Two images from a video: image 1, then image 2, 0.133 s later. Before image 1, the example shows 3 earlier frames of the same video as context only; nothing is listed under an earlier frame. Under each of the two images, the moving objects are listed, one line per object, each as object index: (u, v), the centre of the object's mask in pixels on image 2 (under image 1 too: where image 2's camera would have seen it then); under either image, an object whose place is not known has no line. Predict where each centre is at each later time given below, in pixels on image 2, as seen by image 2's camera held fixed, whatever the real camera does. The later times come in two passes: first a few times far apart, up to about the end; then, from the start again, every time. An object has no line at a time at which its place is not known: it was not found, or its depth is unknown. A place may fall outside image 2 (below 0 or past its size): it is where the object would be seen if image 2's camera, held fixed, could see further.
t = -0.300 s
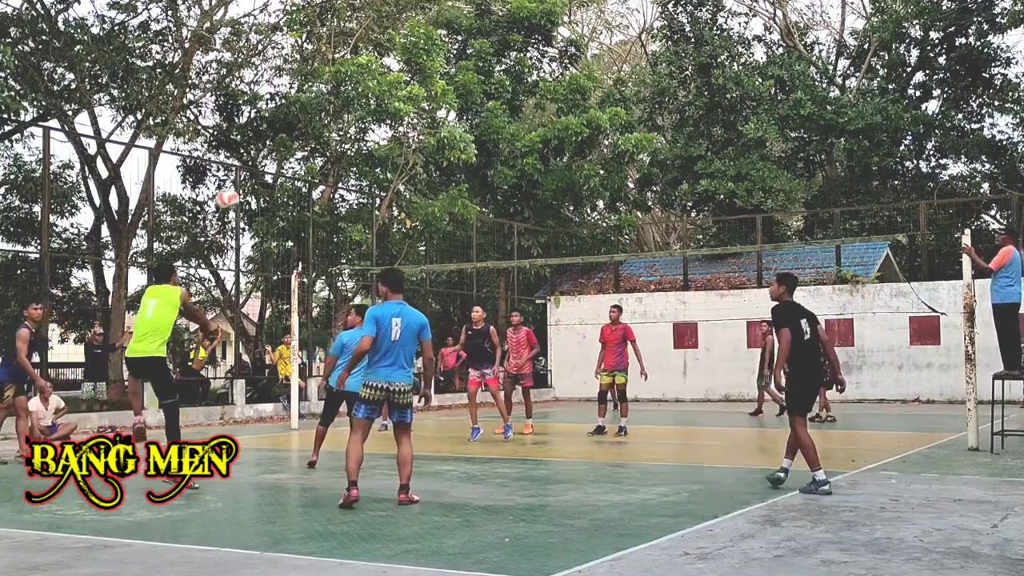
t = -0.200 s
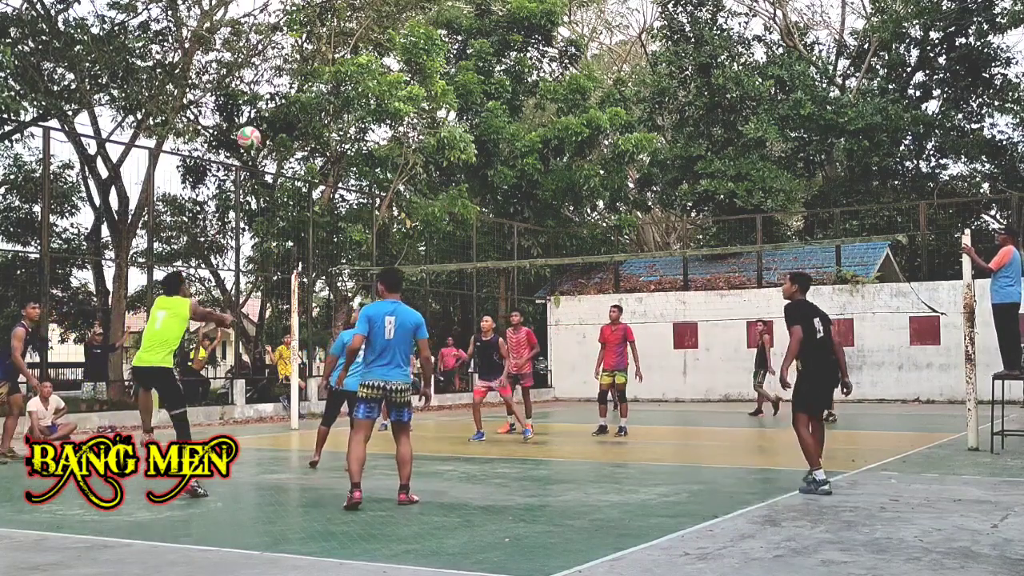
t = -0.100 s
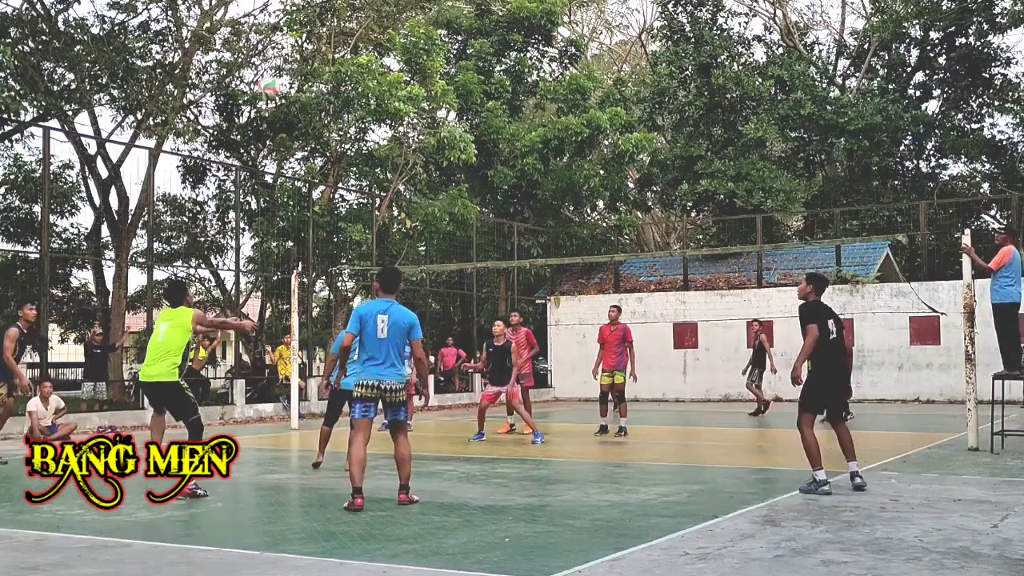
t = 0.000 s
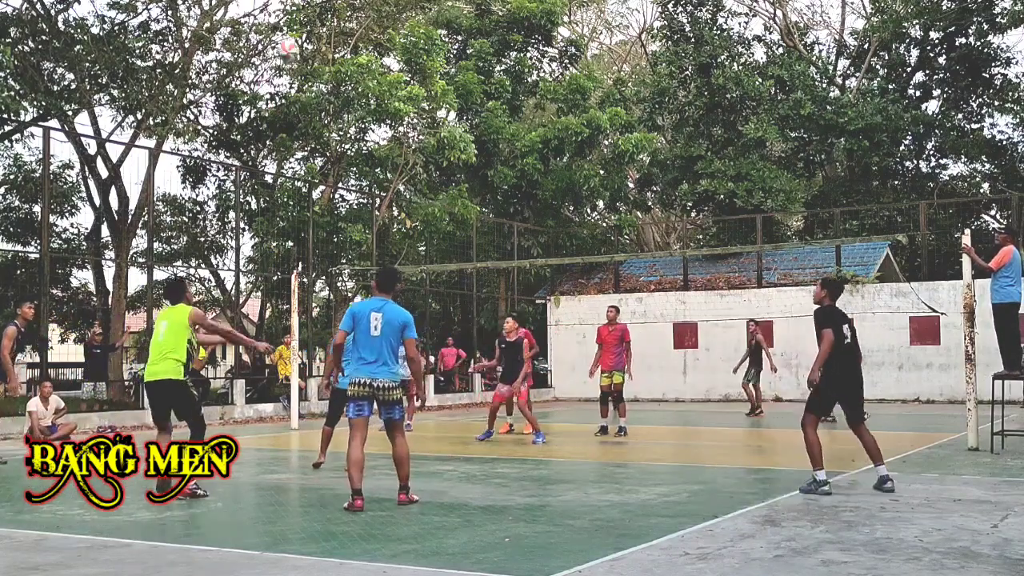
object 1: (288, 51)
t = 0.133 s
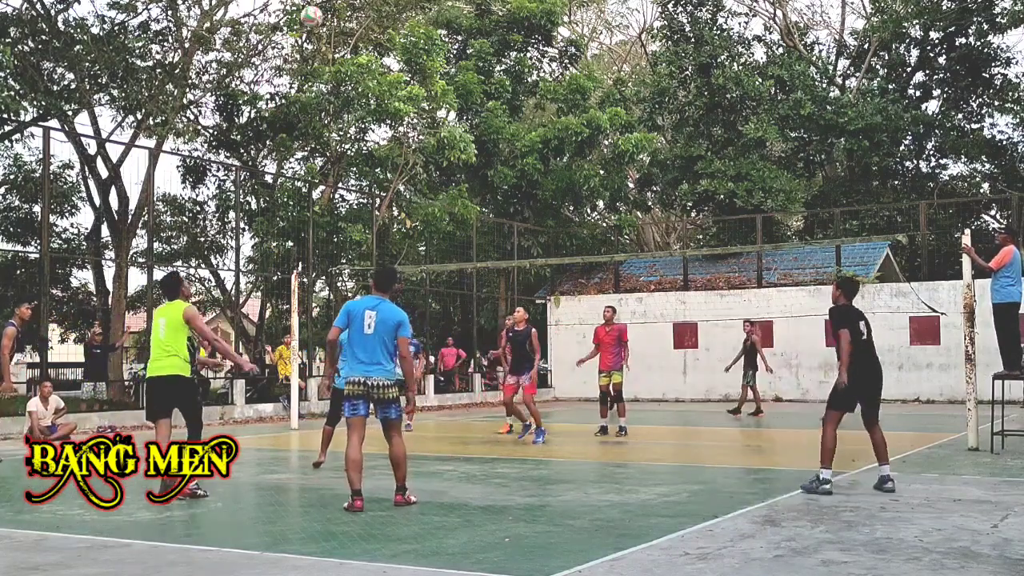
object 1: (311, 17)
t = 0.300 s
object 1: (339, 5)
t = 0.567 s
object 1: (382, 29)
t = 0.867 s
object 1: (427, 133)
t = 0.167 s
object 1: (317, 11)
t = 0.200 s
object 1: (324, 8)
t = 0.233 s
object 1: (329, 6)
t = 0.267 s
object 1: (334, 6)
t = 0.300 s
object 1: (339, 5)
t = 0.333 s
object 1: (346, 3)
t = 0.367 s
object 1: (351, 5)
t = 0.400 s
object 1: (356, 6)
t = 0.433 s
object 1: (361, 7)
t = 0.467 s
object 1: (367, 9)
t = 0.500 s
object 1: (373, 15)
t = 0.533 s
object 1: (378, 21)
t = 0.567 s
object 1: (382, 29)
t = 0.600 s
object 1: (387, 38)
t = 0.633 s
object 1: (393, 44)
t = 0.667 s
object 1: (398, 55)
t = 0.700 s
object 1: (404, 66)
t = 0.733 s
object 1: (408, 77)
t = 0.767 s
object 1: (413, 91)
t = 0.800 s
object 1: (418, 103)
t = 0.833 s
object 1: (423, 117)
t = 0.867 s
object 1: (427, 133)
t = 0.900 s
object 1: (431, 149)
